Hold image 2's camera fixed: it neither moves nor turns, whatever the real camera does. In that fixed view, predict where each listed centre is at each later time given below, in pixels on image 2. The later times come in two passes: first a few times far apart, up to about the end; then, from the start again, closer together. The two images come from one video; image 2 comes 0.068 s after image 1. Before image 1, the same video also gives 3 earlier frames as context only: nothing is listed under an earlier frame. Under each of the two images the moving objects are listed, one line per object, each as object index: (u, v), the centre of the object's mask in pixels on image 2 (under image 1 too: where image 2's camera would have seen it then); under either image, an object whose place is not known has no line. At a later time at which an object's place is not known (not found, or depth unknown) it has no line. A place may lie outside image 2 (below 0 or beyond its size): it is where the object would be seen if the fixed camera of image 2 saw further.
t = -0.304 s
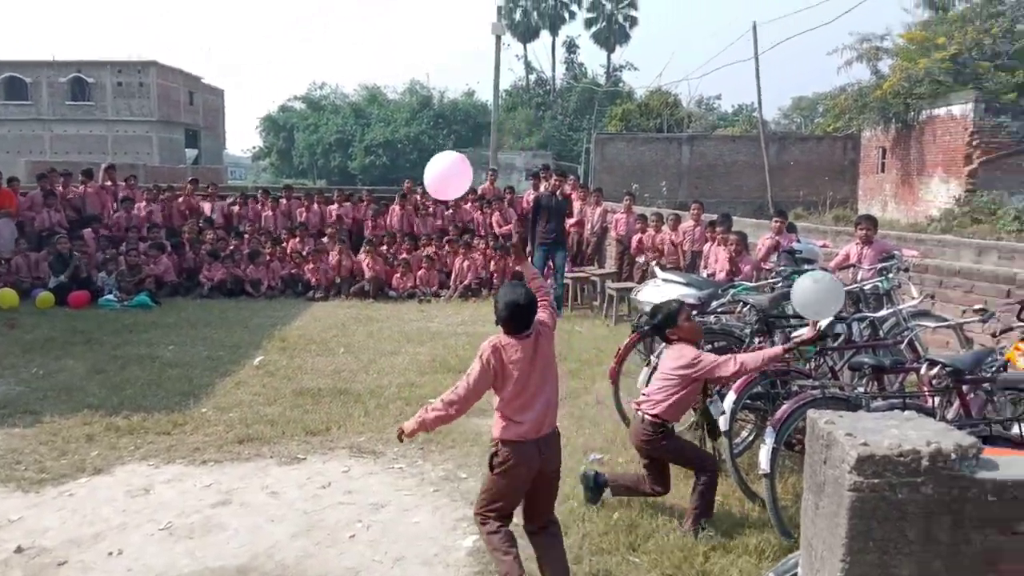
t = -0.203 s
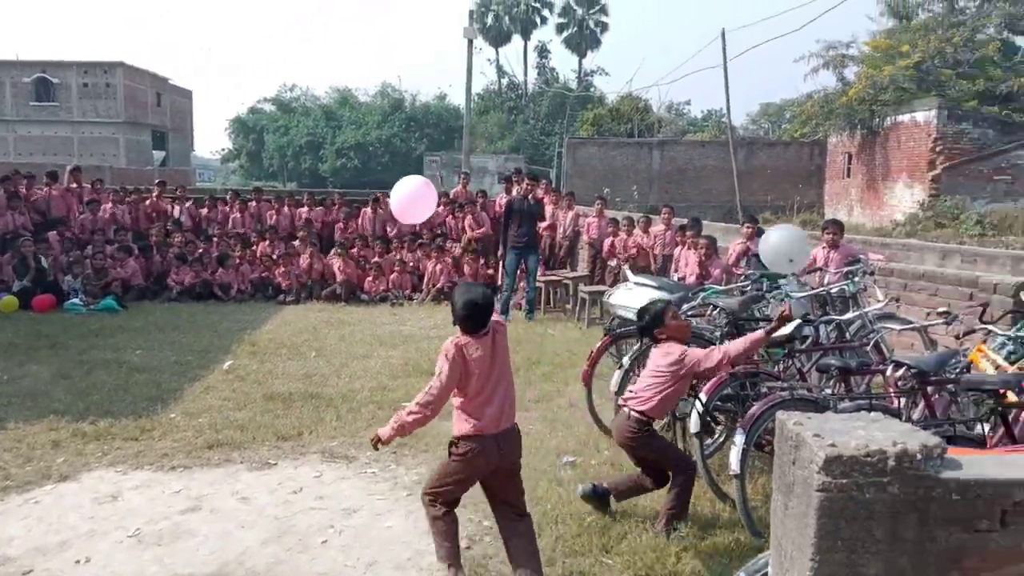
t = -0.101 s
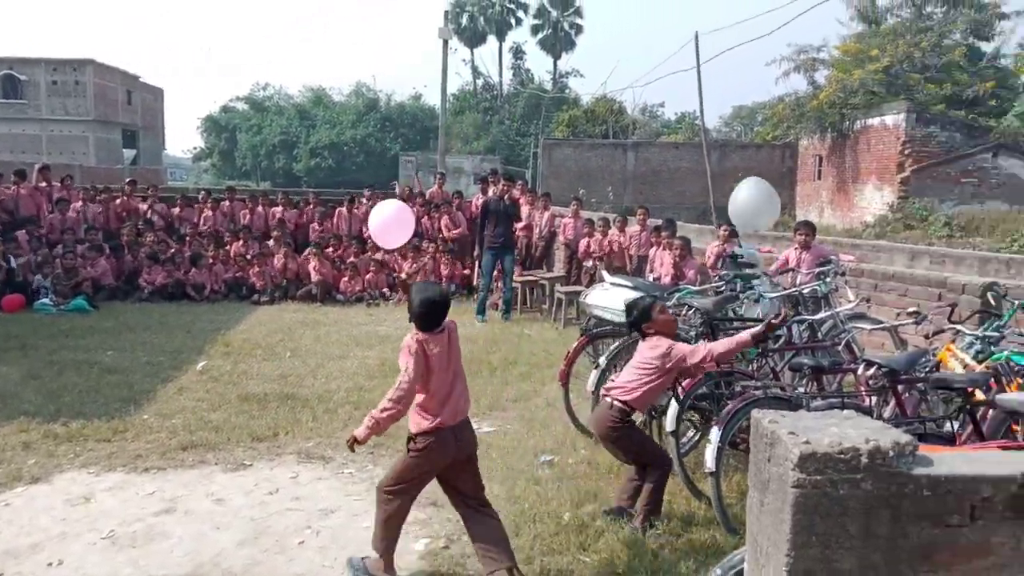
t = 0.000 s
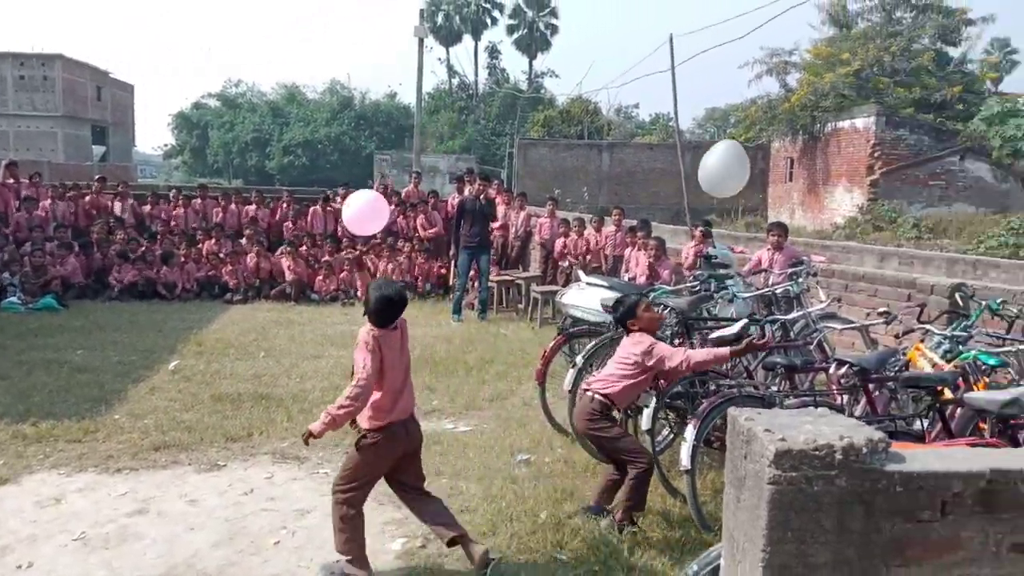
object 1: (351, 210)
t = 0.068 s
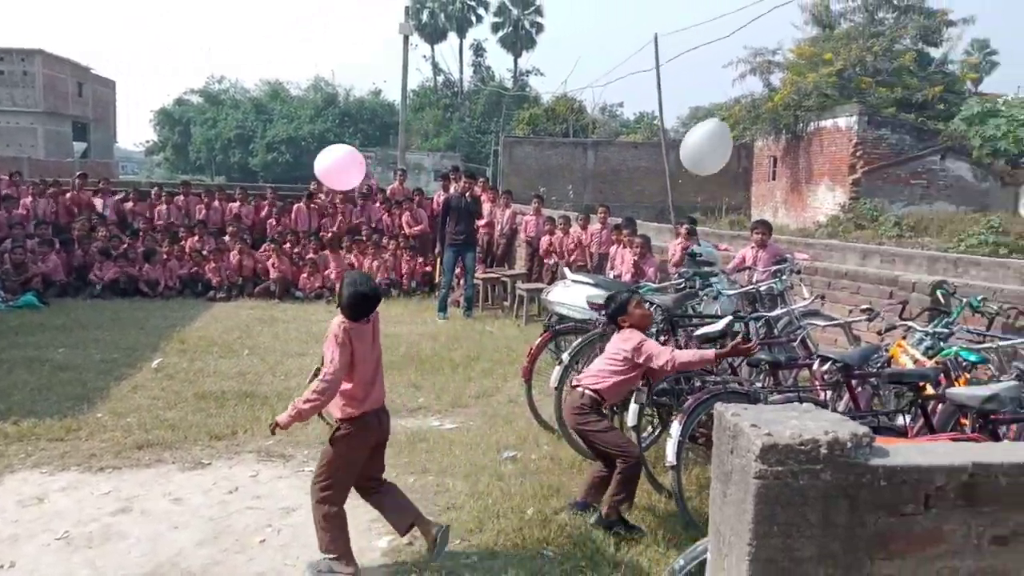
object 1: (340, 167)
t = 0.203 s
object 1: (323, 95)
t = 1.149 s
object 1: (419, 68)
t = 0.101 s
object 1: (335, 147)
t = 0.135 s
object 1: (330, 129)
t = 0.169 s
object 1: (326, 111)
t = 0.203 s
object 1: (323, 95)
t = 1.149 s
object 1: (419, 68)
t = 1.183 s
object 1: (424, 75)
